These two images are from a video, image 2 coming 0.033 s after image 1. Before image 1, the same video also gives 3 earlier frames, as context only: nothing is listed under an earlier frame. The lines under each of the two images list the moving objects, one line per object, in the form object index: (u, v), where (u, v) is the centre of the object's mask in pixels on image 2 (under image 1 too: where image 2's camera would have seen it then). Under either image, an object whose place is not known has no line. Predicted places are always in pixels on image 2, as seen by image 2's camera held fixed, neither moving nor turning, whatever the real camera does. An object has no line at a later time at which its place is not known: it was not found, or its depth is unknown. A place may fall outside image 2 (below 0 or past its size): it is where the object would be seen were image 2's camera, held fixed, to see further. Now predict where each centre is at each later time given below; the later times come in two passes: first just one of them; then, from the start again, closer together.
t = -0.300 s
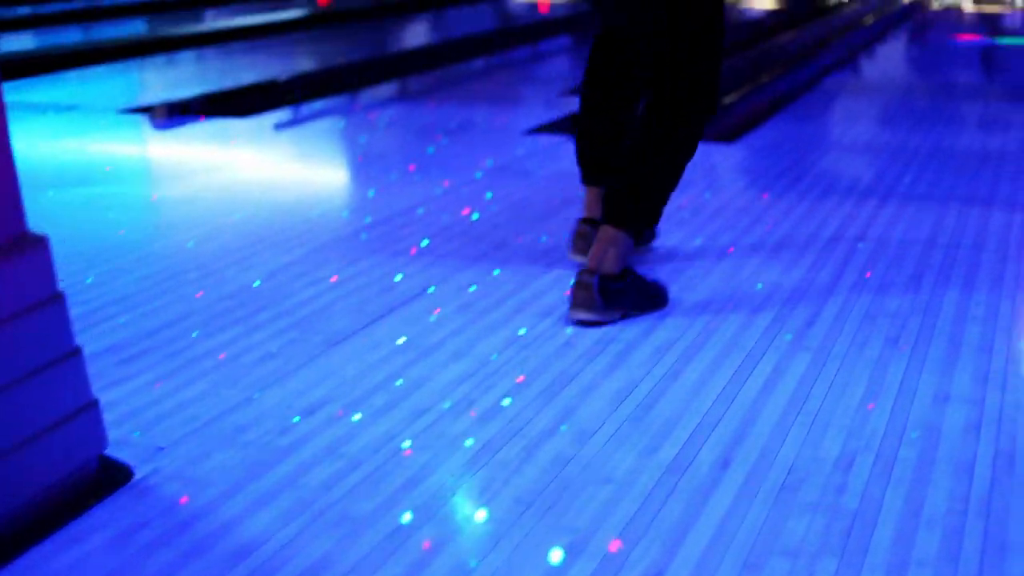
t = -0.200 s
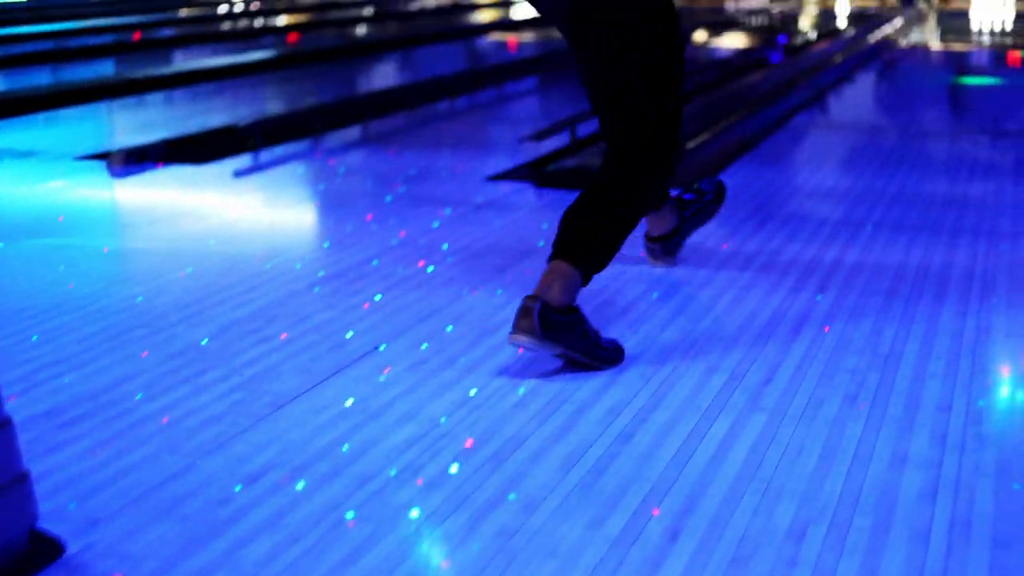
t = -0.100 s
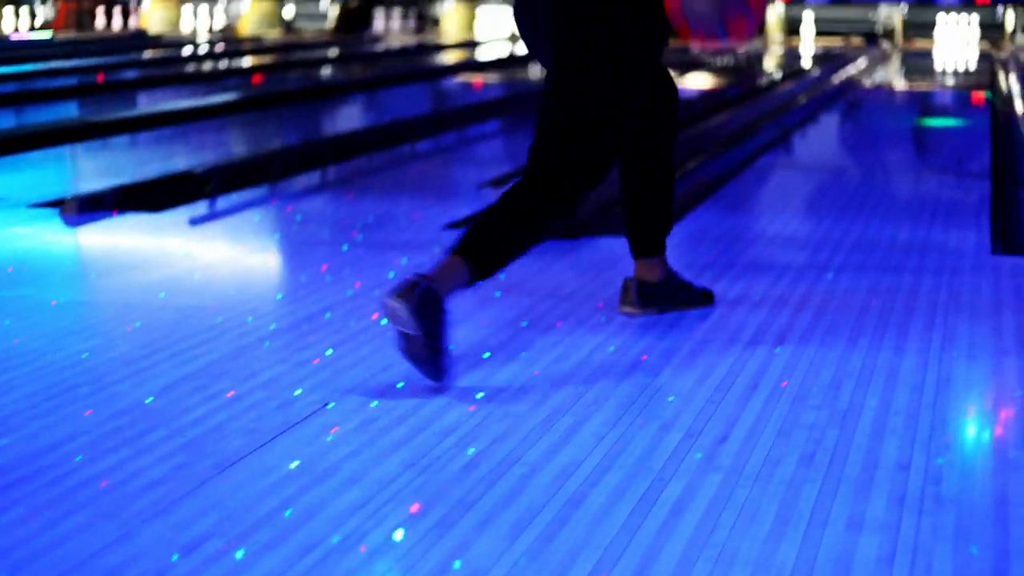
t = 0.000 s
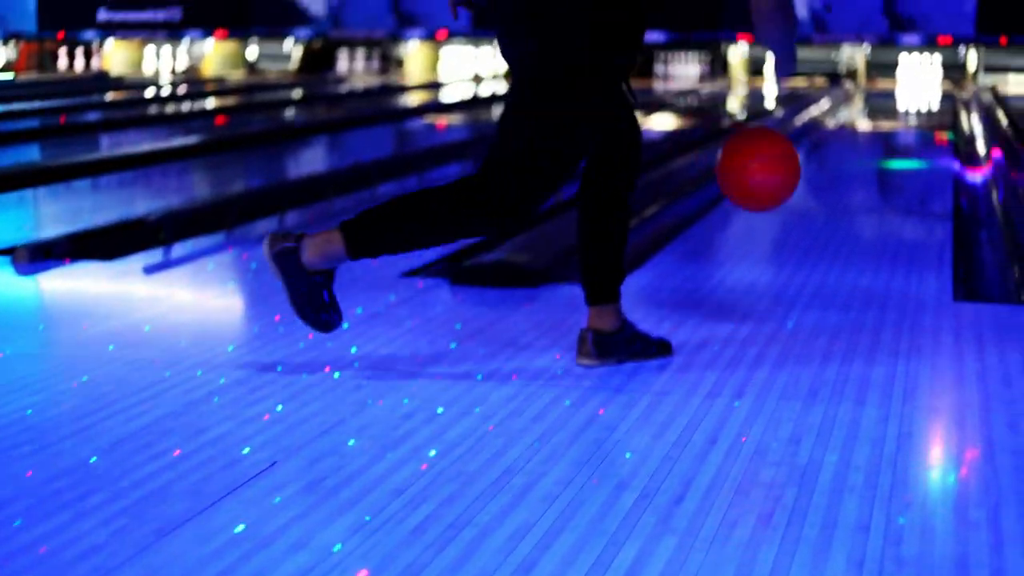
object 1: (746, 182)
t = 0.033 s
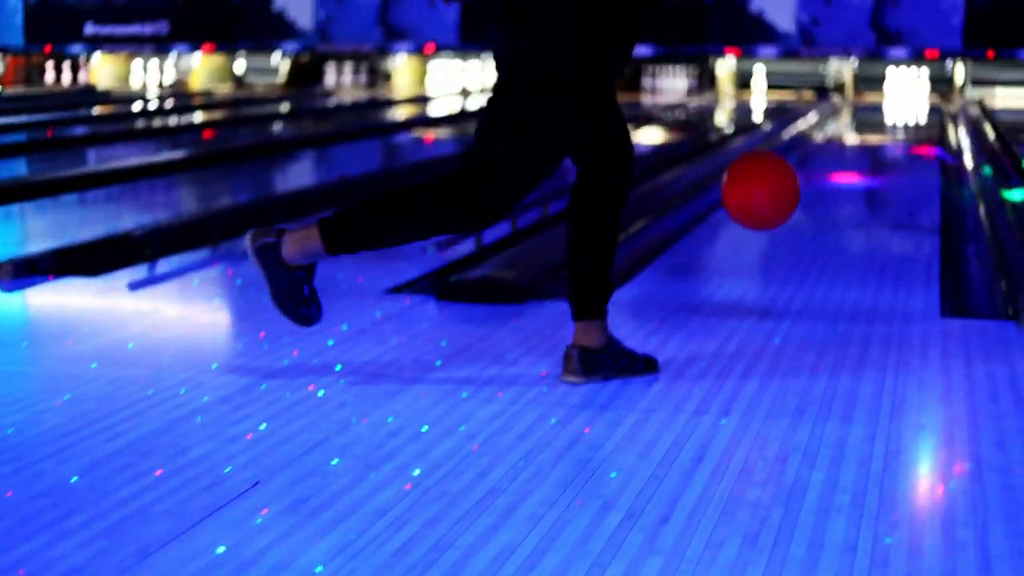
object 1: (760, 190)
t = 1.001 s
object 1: (897, 135)
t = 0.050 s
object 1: (767, 196)
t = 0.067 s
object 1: (773, 202)
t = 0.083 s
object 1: (778, 208)
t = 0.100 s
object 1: (783, 216)
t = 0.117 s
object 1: (788, 223)
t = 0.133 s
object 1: (792, 231)
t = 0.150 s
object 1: (796, 239)
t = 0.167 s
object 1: (799, 247)
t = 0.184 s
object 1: (803, 245)
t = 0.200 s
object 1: (807, 238)
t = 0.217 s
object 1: (811, 233)
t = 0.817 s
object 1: (886, 147)
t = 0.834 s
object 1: (887, 146)
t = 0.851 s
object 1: (889, 145)
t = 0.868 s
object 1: (890, 144)
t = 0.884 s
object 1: (891, 142)
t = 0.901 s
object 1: (891, 141)
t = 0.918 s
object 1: (892, 140)
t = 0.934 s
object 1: (893, 139)
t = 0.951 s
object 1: (895, 138)
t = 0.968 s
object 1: (896, 137)
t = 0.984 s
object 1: (896, 136)
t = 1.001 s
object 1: (897, 135)
